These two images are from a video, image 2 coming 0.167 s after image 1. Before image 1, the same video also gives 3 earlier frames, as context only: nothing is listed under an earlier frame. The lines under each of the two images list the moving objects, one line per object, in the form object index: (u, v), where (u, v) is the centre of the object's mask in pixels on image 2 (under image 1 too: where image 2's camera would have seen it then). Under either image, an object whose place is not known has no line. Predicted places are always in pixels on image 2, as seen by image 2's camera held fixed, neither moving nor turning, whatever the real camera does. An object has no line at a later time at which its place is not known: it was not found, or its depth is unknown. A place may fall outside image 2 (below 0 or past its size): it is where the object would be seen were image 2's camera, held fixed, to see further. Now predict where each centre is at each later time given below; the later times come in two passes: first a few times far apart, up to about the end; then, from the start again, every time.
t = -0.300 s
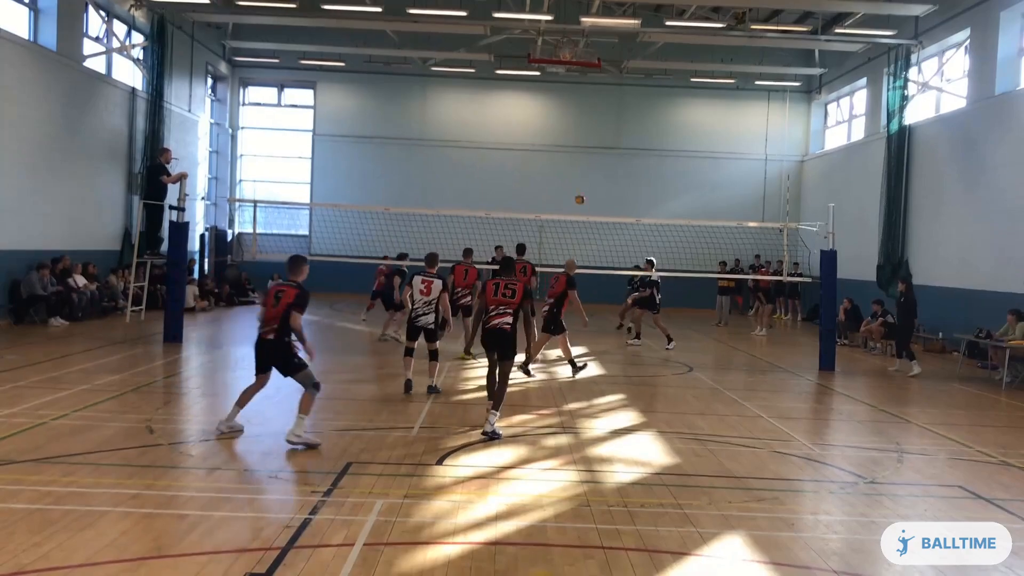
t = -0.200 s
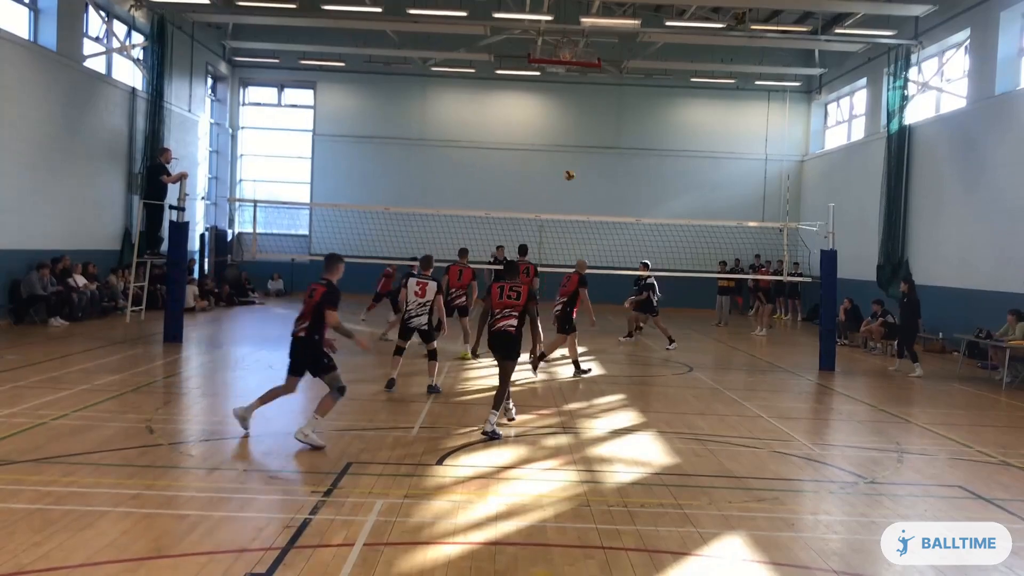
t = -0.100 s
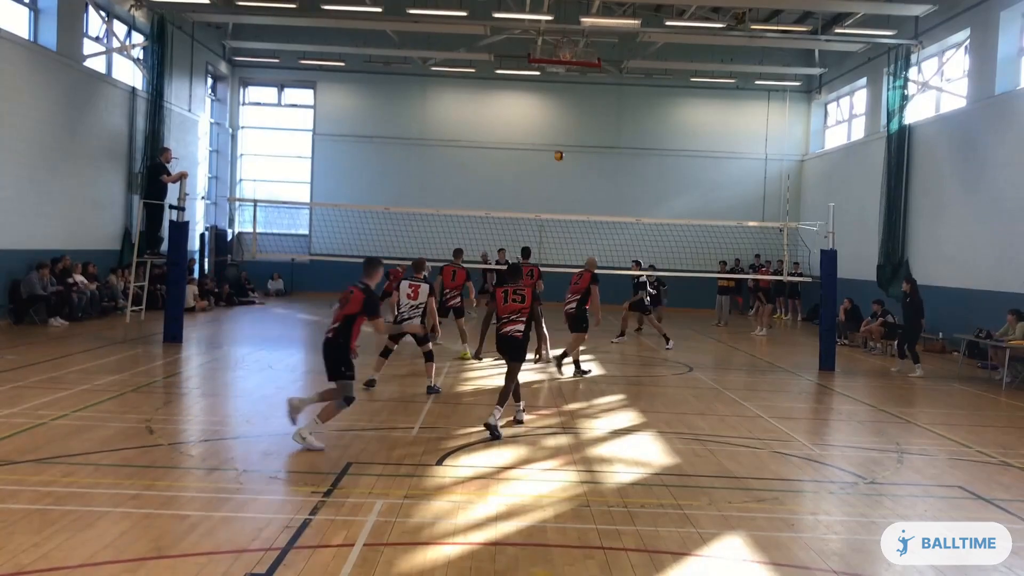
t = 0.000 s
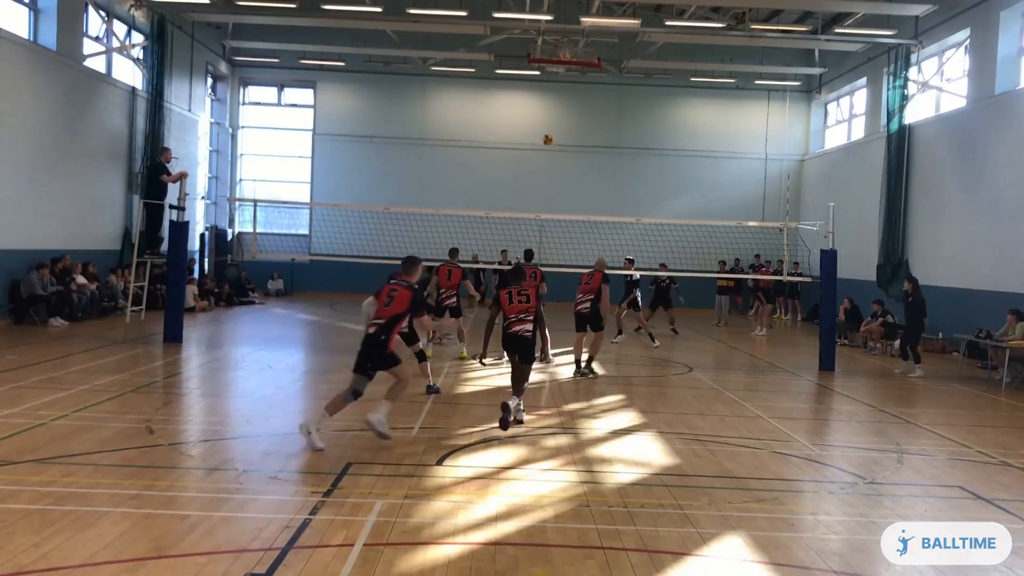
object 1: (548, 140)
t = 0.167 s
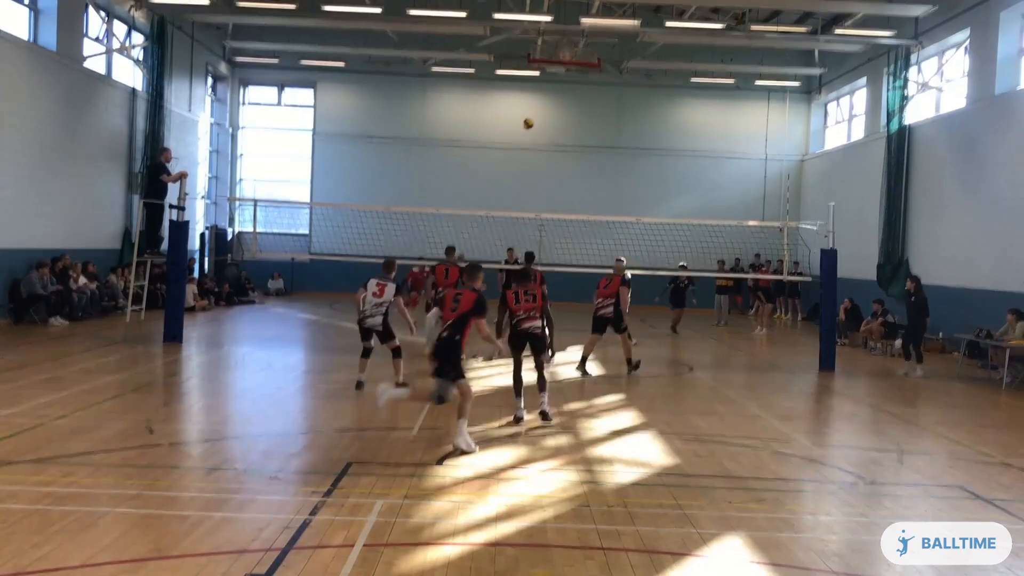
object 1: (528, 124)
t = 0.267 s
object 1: (516, 120)
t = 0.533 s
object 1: (480, 135)
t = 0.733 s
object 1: (451, 170)
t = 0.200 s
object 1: (524, 122)
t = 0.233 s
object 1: (520, 121)
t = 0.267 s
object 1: (516, 120)
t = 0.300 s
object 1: (511, 121)
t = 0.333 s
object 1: (507, 121)
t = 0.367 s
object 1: (502, 122)
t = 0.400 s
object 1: (498, 123)
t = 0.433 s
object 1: (494, 125)
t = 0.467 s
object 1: (489, 128)
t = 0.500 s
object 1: (484, 132)
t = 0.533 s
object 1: (480, 135)
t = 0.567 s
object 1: (475, 139)
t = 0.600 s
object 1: (470, 145)
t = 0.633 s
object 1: (465, 150)
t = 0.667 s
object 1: (460, 157)
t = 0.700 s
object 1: (455, 163)
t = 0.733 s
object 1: (451, 170)
